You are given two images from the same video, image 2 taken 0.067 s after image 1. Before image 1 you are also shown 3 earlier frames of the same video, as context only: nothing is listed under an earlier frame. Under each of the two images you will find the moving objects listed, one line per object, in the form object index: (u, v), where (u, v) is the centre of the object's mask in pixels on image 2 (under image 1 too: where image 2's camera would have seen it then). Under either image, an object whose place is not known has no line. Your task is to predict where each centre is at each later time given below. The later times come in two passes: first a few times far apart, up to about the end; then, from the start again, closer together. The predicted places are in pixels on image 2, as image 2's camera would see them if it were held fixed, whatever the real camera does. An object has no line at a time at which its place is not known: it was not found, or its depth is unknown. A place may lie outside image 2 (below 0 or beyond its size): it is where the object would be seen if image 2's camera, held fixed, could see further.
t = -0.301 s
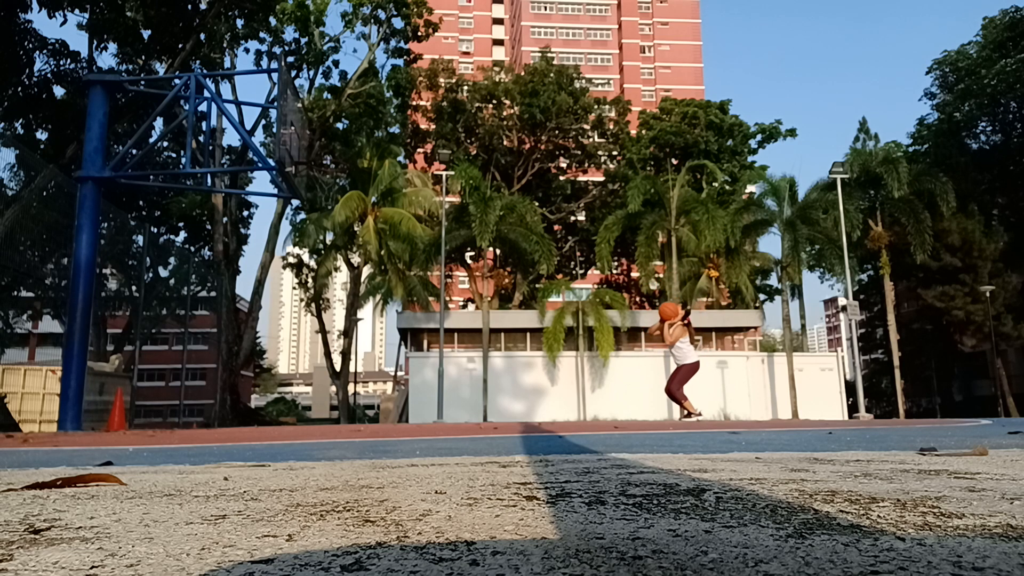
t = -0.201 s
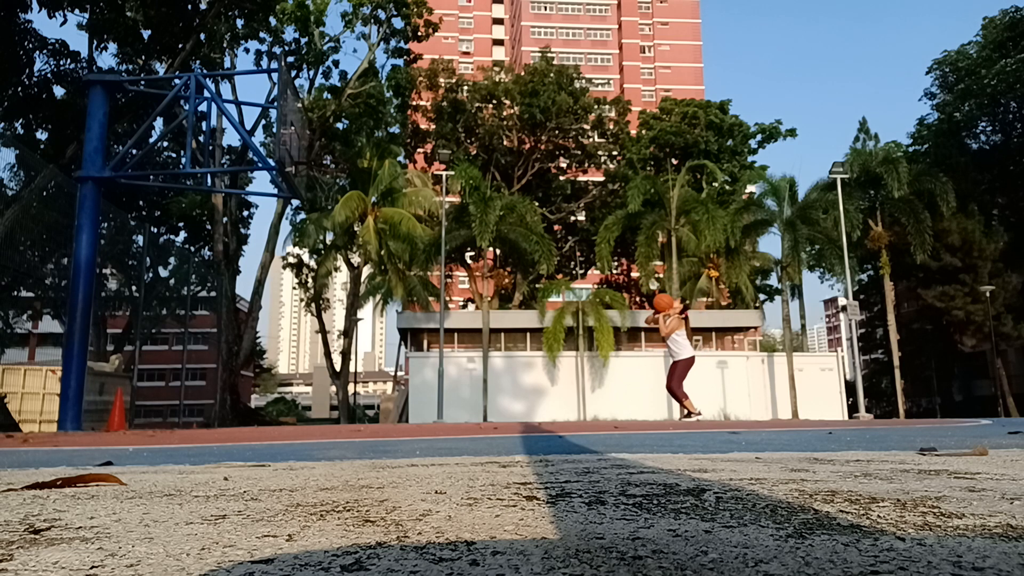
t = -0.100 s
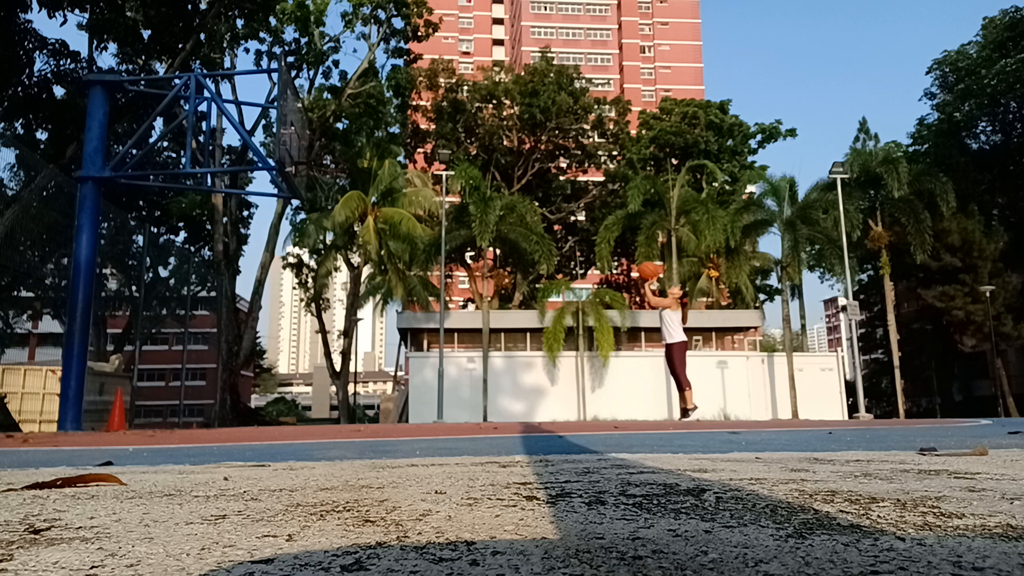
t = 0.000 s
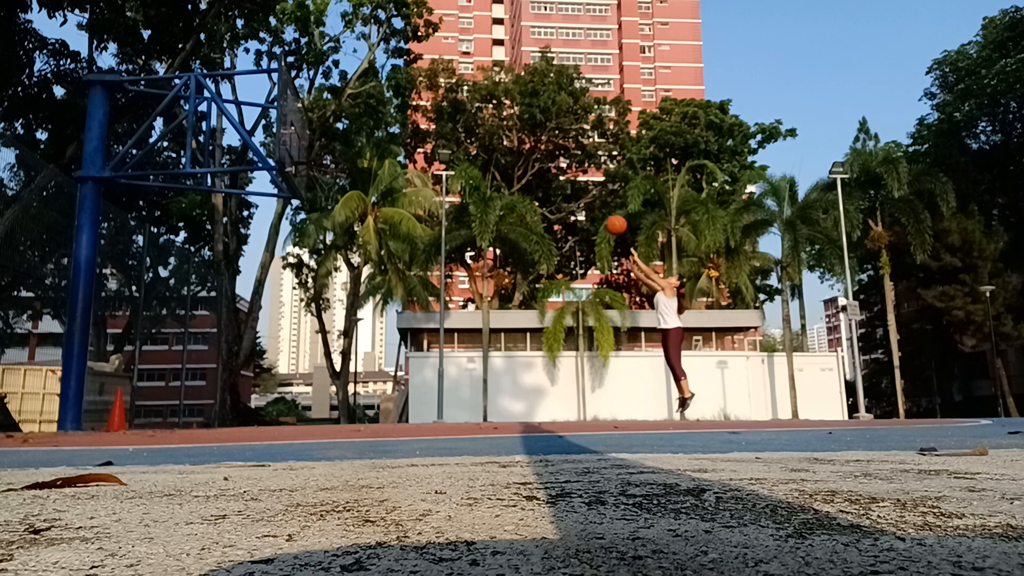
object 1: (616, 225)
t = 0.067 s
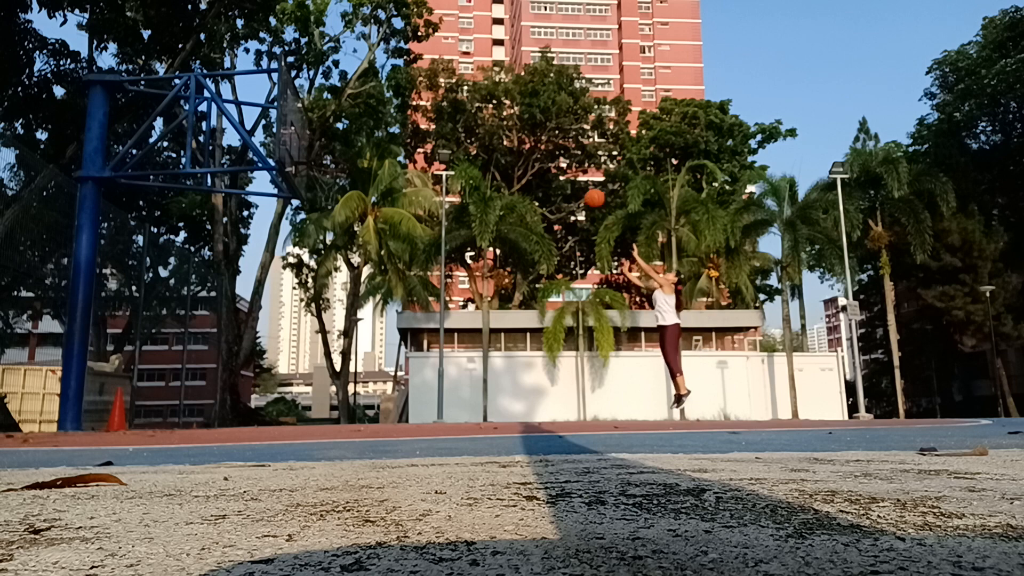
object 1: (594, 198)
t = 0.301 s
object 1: (521, 135)
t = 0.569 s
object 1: (438, 112)
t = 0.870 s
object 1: (343, 154)
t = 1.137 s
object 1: (309, 191)
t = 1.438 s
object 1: (303, 273)
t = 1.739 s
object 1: (295, 409)
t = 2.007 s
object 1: (312, 306)
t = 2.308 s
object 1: (326, 264)
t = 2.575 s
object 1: (337, 284)
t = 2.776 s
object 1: (344, 337)
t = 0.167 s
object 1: (562, 166)
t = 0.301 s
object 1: (521, 135)
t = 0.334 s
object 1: (511, 129)
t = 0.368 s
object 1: (500, 124)
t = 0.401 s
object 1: (489, 120)
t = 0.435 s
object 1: (480, 117)
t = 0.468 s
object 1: (469, 114)
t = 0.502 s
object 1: (459, 112)
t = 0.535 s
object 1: (448, 112)
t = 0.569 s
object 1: (438, 112)
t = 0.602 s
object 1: (427, 114)
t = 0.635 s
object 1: (418, 115)
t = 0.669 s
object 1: (407, 118)
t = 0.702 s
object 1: (396, 122)
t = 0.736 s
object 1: (386, 126)
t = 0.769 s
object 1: (376, 132)
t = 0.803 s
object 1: (365, 139)
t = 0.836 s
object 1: (354, 145)
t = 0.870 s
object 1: (343, 154)
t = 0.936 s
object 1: (321, 173)
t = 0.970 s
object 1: (314, 176)
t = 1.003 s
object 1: (311, 177)
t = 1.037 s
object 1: (309, 180)
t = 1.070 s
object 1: (309, 183)
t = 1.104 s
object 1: (309, 187)
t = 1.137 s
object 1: (309, 191)
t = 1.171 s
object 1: (308, 197)
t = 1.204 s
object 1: (308, 204)
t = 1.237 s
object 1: (307, 210)
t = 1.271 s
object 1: (306, 218)
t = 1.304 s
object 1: (306, 228)
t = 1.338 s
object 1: (305, 238)
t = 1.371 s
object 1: (304, 248)
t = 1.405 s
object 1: (304, 261)
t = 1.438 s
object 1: (303, 273)
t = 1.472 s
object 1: (303, 287)
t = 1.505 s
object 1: (302, 301)
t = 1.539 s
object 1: (301, 316)
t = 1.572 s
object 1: (299, 333)
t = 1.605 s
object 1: (298, 350)
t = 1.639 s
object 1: (297, 369)
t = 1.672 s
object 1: (296, 388)
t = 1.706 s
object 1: (294, 409)
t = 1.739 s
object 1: (295, 409)
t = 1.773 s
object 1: (297, 392)
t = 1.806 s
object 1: (300, 377)
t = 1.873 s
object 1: (304, 349)
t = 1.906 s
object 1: (306, 337)
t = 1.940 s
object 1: (308, 326)
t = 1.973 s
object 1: (310, 315)
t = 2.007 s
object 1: (312, 306)
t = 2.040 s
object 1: (314, 298)
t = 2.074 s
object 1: (315, 290)
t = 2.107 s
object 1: (317, 284)
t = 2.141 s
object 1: (319, 278)
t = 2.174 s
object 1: (320, 273)
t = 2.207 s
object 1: (322, 270)
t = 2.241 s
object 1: (324, 267)
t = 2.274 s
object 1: (325, 265)
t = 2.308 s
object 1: (326, 264)
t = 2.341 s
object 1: (327, 263)
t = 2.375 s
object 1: (329, 263)
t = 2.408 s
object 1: (330, 264)
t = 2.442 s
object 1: (331, 267)
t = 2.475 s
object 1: (332, 270)
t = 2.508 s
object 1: (334, 274)
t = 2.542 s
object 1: (335, 279)
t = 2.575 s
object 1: (337, 284)
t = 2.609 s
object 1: (338, 291)
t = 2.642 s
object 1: (339, 298)
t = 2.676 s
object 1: (340, 307)
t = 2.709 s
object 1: (341, 316)
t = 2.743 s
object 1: (343, 327)
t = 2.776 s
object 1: (344, 337)
